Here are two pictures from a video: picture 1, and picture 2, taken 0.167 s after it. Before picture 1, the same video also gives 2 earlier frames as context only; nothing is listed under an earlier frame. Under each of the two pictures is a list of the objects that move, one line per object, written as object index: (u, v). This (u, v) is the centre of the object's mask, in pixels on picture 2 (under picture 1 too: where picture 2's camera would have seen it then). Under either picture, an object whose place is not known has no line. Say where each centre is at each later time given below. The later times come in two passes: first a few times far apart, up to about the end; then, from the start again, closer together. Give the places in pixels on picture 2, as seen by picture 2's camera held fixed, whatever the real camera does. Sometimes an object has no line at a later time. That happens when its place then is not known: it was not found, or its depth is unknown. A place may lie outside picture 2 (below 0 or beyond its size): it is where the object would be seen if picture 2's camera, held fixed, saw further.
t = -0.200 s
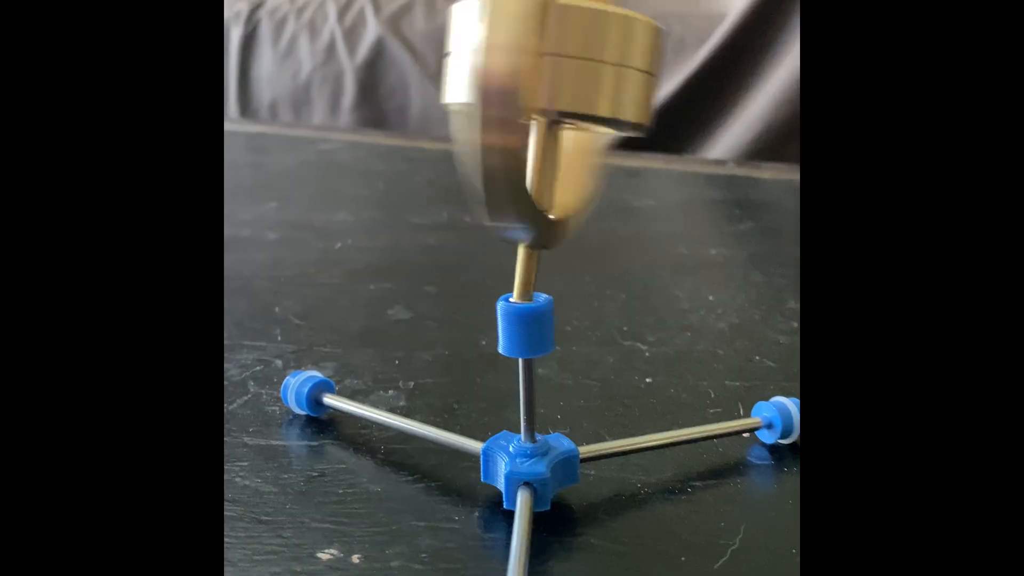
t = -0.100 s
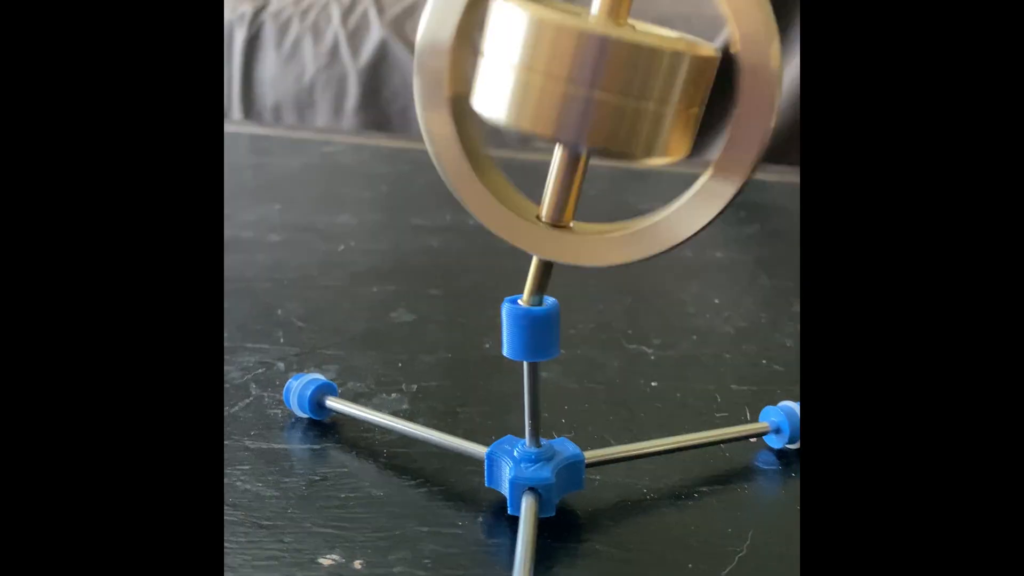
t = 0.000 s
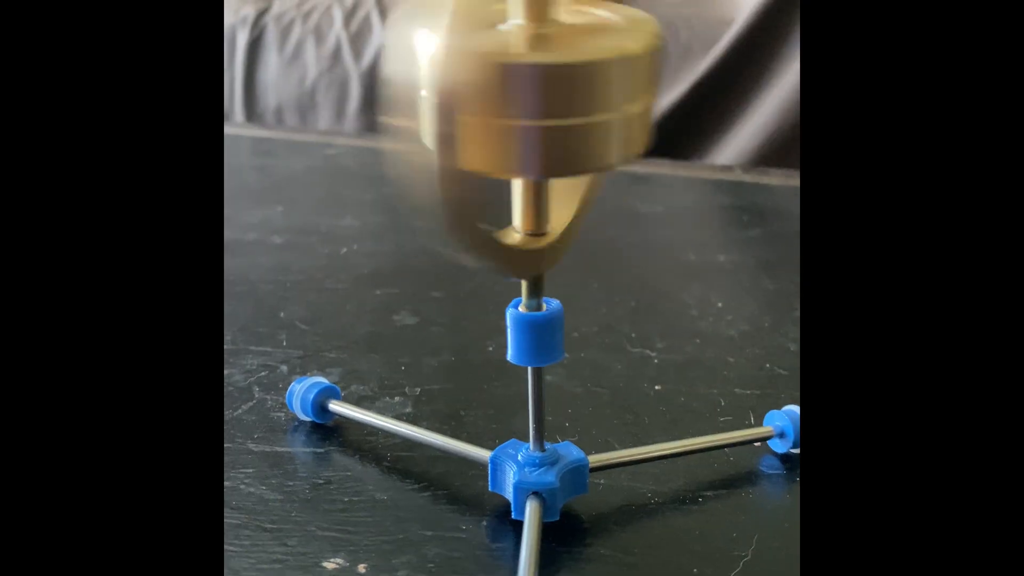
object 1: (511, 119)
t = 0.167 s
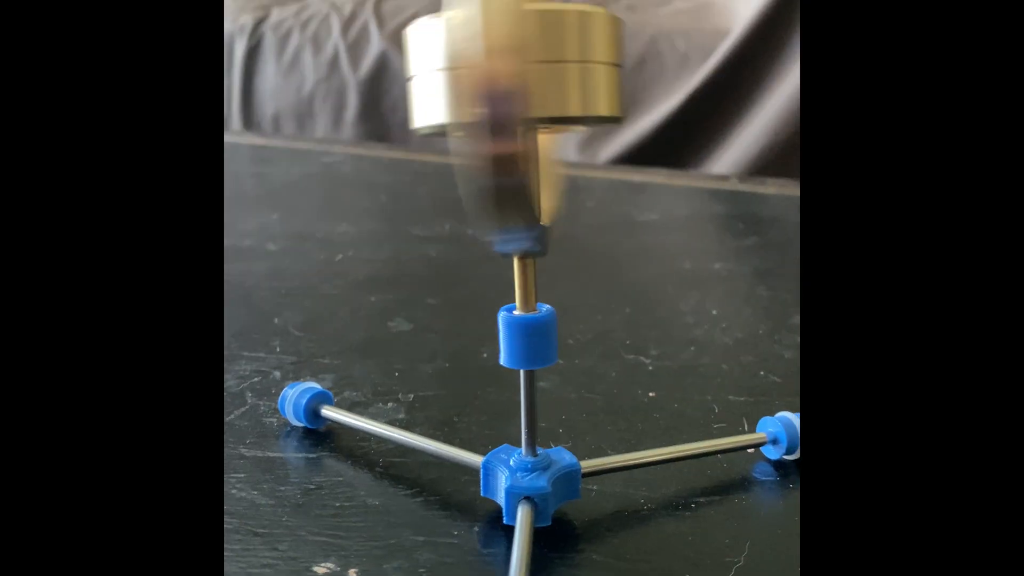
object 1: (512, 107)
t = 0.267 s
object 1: (552, 118)
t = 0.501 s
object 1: (533, 116)
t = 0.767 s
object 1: (489, 122)
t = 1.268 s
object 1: (471, 114)
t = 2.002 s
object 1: (408, 117)
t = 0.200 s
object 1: (520, 116)
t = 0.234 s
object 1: (558, 116)
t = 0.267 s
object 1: (552, 118)
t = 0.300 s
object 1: (577, 123)
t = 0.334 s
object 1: (551, 112)
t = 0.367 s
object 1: (525, 113)
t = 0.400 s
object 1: (508, 122)
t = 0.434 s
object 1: (520, 117)
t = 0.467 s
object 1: (535, 120)
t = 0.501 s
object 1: (533, 116)
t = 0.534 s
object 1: (543, 113)
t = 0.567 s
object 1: (548, 120)
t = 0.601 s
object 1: (589, 122)
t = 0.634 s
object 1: (589, 127)
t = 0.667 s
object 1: (587, 121)
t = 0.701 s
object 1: (541, 113)
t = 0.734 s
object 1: (483, 122)
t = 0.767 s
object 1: (489, 122)
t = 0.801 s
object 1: (479, 120)
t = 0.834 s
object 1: (474, 114)
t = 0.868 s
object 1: (477, 102)
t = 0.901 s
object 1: (492, 115)
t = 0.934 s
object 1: (530, 113)
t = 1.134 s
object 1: (540, 124)
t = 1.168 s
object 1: (525, 118)
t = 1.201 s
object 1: (482, 113)
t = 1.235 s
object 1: (468, 107)
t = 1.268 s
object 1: (471, 114)
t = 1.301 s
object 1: (504, 113)
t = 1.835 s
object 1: (641, 121)
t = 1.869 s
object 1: (603, 117)
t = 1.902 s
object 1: (568, 119)
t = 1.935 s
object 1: (525, 117)
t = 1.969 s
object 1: (449, 123)
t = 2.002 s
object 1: (408, 117)
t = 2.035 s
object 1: (404, 120)
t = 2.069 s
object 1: (433, 115)
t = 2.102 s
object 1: (486, 111)
